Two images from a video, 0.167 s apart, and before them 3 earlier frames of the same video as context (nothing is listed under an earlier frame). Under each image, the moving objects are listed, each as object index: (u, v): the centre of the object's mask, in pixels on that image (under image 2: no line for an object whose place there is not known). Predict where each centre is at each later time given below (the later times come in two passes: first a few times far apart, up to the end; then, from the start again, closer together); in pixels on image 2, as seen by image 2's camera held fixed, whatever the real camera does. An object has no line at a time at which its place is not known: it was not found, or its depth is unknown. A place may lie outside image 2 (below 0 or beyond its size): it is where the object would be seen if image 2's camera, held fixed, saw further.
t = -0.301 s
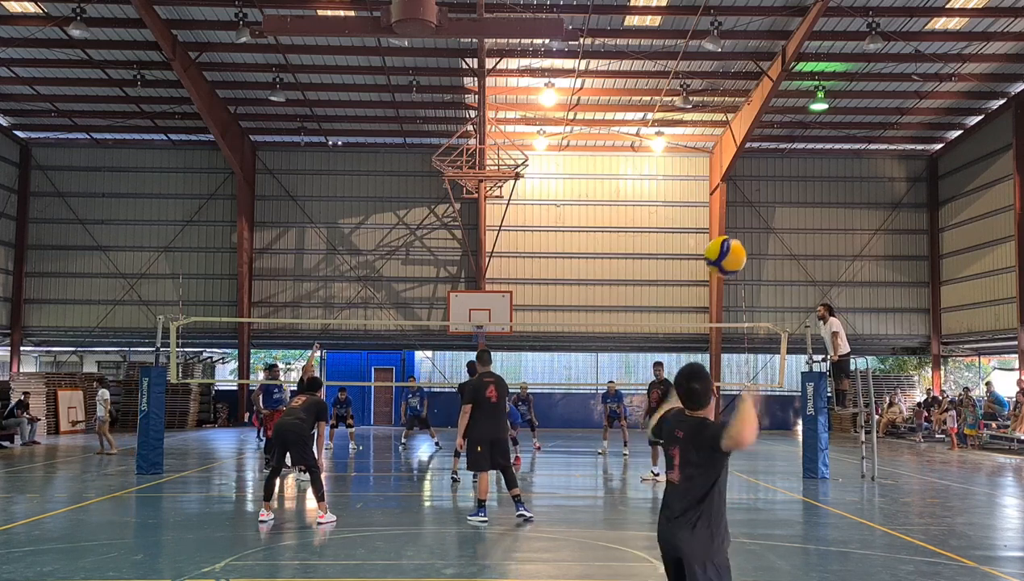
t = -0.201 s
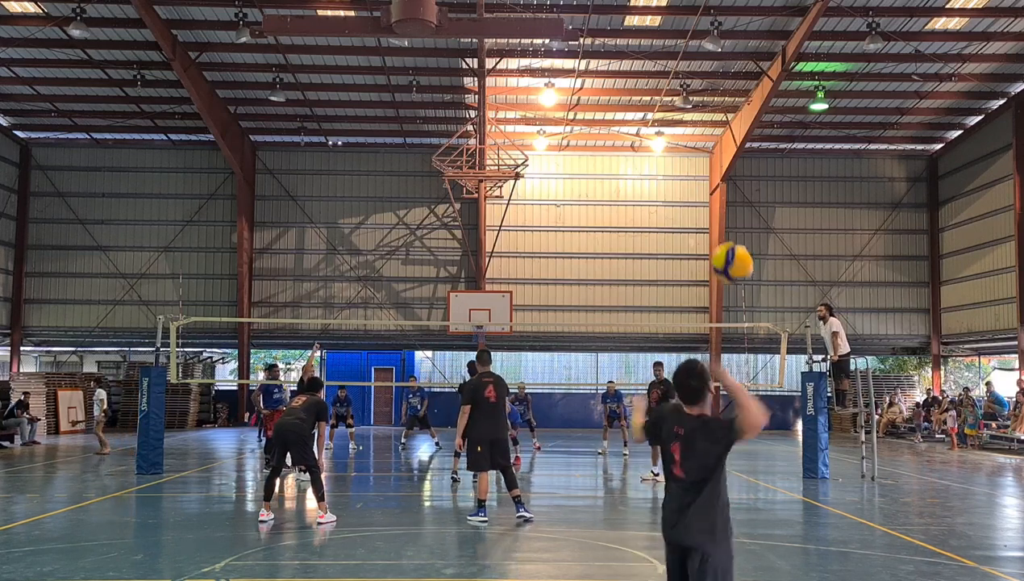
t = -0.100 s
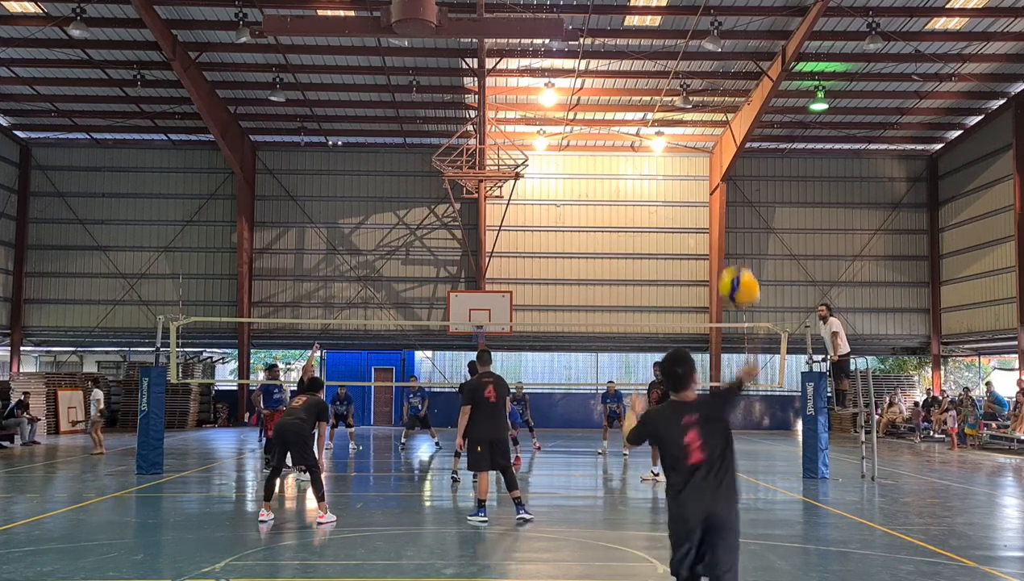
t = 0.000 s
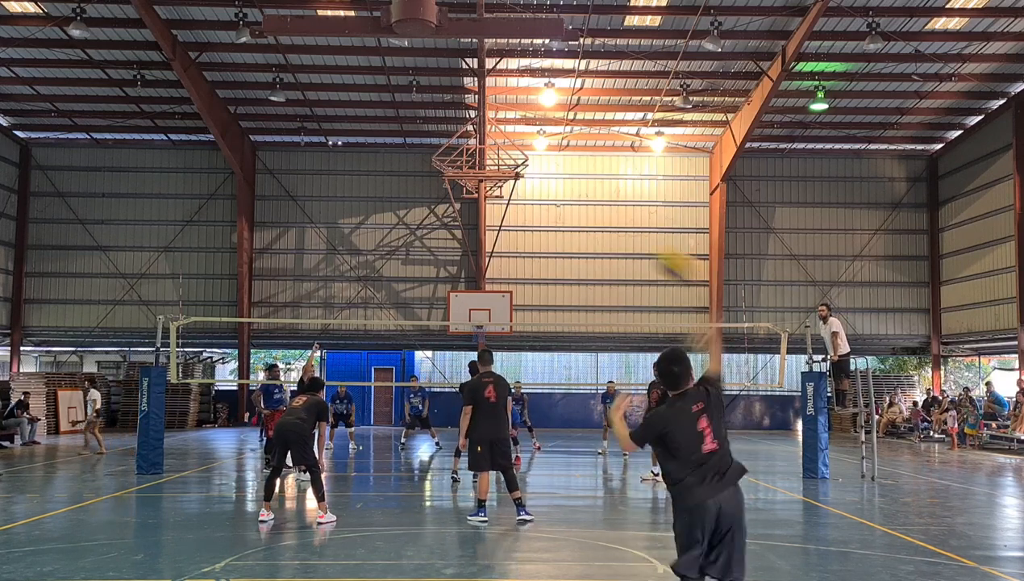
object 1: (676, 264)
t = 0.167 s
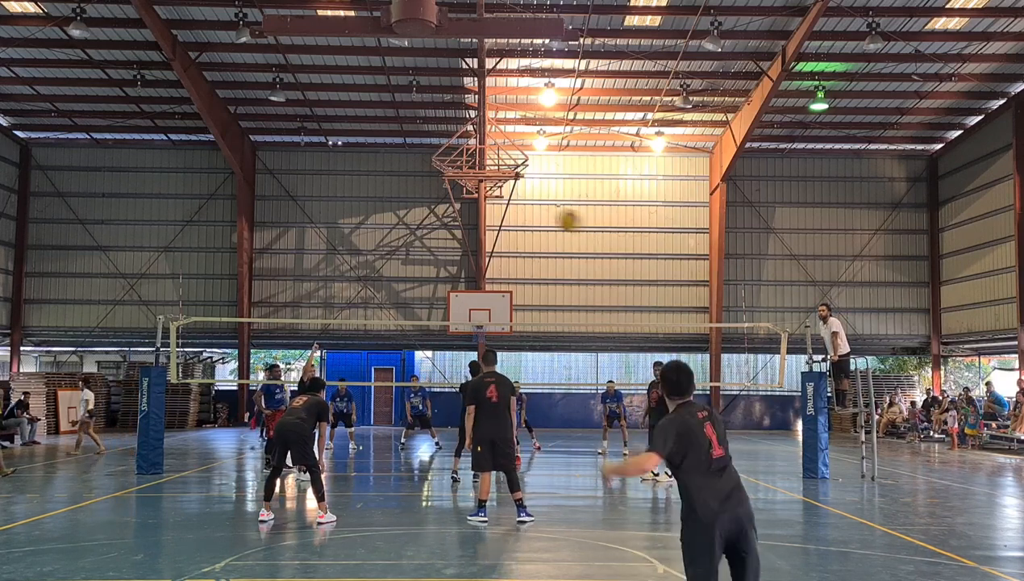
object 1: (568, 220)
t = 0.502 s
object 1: (475, 224)
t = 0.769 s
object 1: (438, 259)
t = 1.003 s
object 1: (416, 303)
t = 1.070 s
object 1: (412, 317)
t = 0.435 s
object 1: (487, 218)
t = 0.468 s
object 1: (479, 222)
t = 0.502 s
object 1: (475, 224)
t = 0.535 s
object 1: (470, 228)
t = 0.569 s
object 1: (465, 231)
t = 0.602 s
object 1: (459, 236)
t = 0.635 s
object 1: (455, 239)
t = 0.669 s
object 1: (451, 244)
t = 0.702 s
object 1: (446, 249)
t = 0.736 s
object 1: (442, 254)
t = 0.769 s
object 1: (438, 259)
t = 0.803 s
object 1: (435, 265)
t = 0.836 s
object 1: (432, 271)
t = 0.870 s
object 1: (428, 277)
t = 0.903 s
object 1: (424, 283)
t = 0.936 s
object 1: (421, 290)
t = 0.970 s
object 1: (419, 297)
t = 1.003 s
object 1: (416, 303)
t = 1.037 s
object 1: (414, 311)
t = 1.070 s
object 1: (412, 317)
